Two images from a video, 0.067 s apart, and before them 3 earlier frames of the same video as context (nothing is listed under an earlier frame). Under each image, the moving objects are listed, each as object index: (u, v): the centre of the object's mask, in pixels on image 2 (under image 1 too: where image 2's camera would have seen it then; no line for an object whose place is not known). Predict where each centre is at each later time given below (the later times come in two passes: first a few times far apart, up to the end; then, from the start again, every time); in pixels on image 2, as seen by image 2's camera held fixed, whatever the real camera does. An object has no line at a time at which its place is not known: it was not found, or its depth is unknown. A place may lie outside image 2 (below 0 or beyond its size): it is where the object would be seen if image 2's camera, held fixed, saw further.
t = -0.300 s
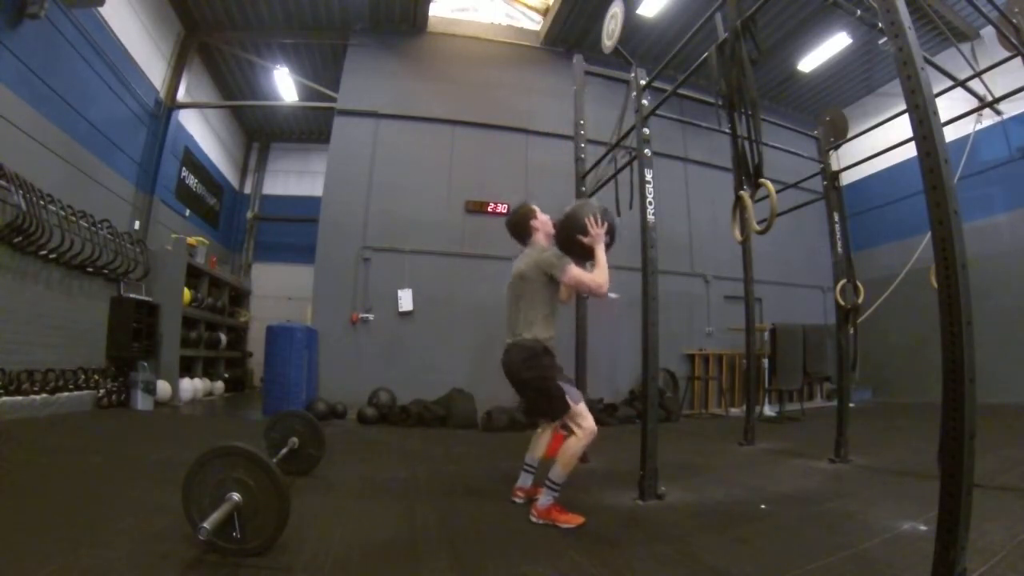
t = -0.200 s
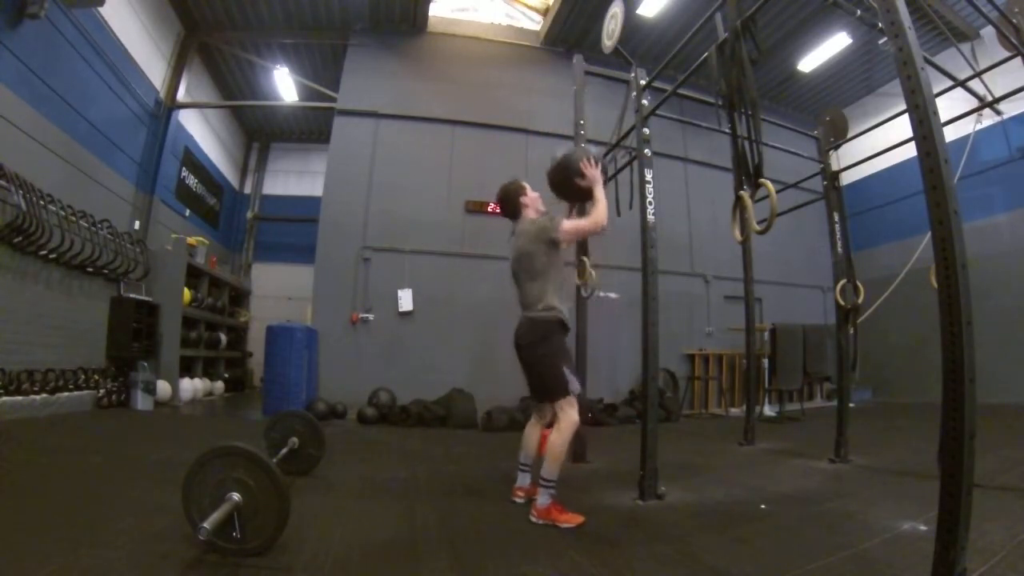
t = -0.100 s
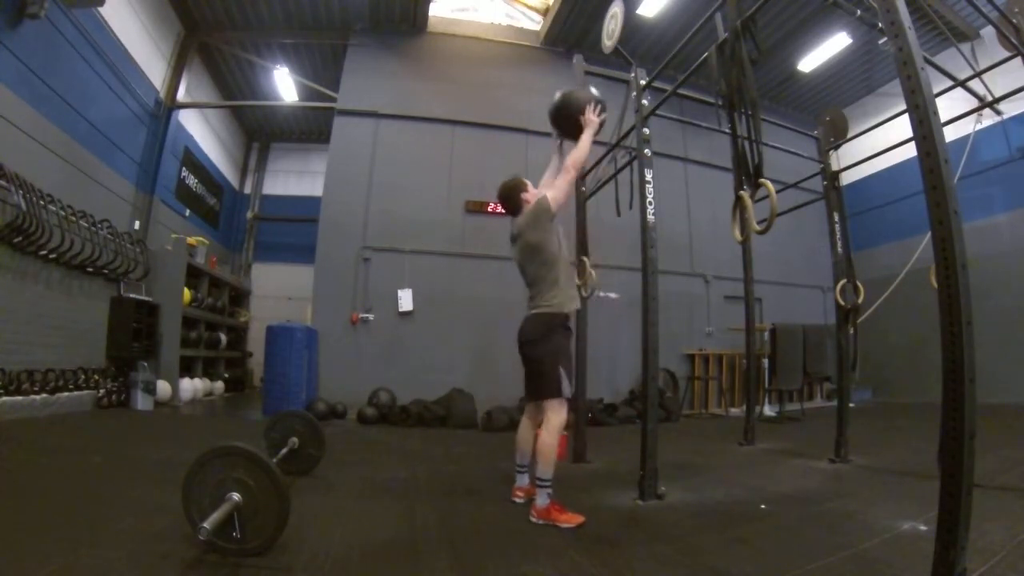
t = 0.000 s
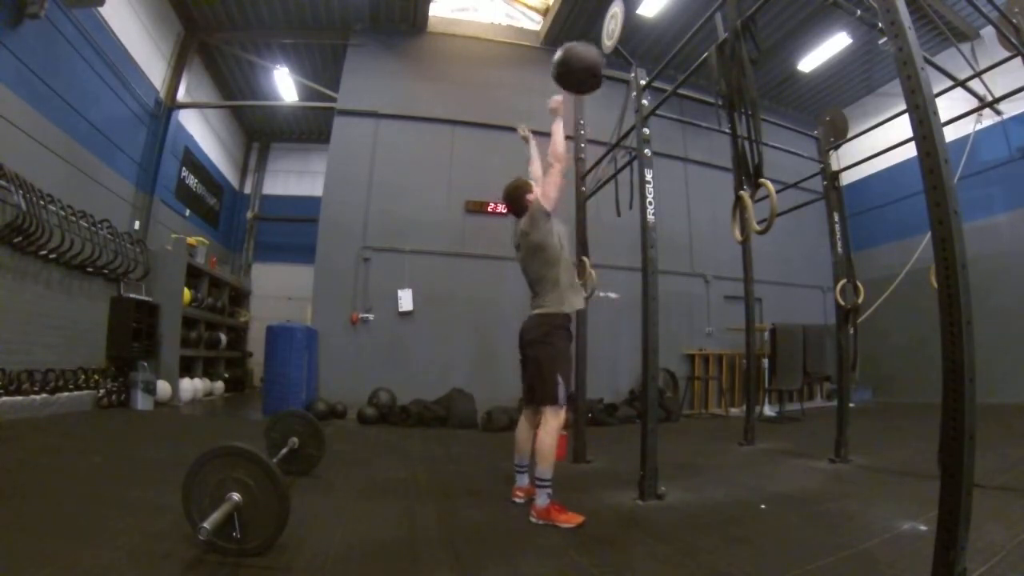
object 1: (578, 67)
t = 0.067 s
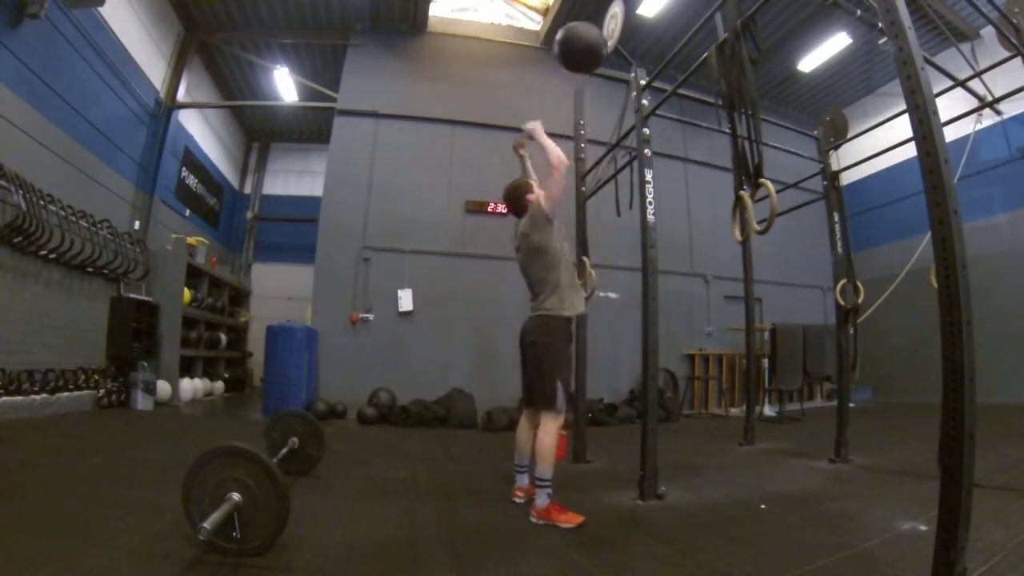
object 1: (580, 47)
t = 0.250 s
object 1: (585, 21)
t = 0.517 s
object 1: (585, 36)
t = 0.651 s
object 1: (583, 74)
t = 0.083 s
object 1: (580, 43)
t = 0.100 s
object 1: (581, 39)
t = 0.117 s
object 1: (581, 35)
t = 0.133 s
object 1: (581, 32)
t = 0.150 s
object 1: (582, 29)
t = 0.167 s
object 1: (582, 27)
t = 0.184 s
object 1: (583, 25)
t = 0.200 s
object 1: (583, 23)
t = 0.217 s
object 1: (583, 22)
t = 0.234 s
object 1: (584, 21)
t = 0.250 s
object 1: (585, 21)
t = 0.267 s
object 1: (585, 20)
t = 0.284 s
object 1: (586, 20)
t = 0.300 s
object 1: (586, 20)
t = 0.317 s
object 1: (587, 20)
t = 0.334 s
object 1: (587, 20)
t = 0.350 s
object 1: (587, 21)
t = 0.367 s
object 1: (589, 21)
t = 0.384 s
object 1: (589, 22)
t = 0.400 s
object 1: (589, 23)
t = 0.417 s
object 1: (588, 24)
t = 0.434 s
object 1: (588, 25)
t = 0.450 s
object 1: (588, 27)
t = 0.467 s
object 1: (587, 28)
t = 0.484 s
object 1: (587, 31)
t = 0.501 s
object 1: (585, 33)
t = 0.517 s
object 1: (585, 36)
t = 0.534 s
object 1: (585, 40)
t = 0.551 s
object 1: (585, 44)
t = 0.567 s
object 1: (585, 48)
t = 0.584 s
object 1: (584, 52)
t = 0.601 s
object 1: (584, 57)
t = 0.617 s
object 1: (583, 63)
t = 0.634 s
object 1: (583, 69)
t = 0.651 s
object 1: (583, 74)
